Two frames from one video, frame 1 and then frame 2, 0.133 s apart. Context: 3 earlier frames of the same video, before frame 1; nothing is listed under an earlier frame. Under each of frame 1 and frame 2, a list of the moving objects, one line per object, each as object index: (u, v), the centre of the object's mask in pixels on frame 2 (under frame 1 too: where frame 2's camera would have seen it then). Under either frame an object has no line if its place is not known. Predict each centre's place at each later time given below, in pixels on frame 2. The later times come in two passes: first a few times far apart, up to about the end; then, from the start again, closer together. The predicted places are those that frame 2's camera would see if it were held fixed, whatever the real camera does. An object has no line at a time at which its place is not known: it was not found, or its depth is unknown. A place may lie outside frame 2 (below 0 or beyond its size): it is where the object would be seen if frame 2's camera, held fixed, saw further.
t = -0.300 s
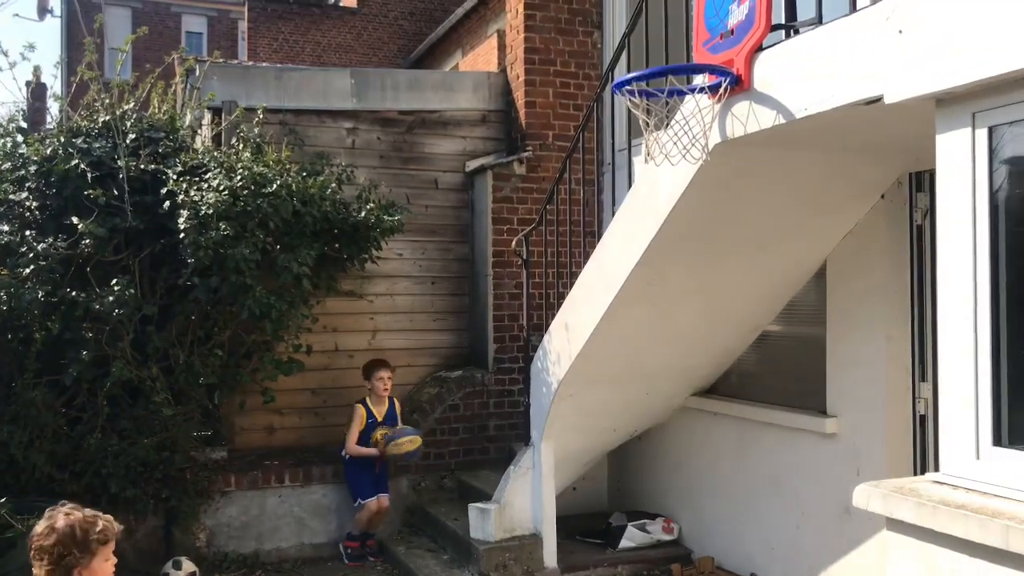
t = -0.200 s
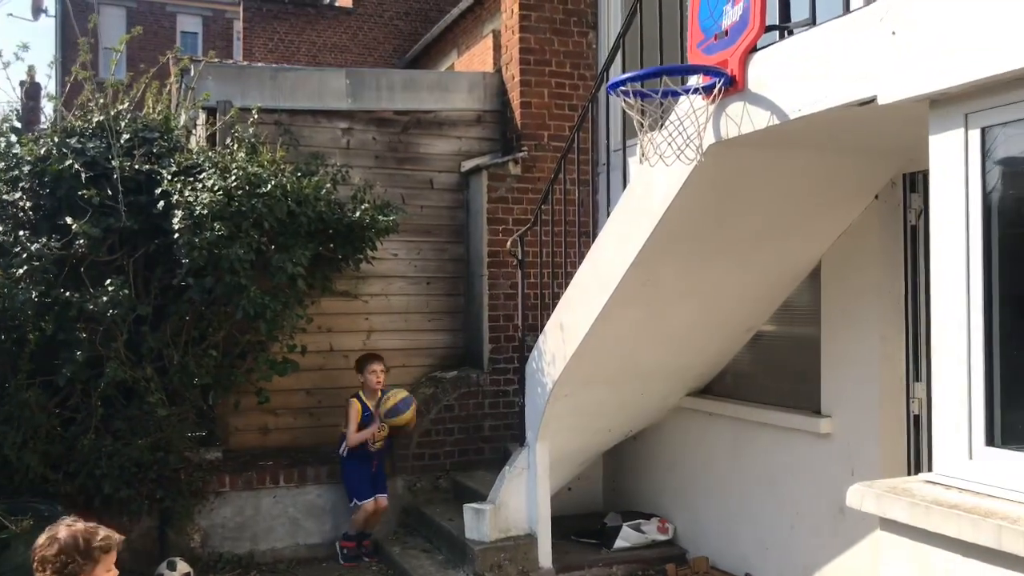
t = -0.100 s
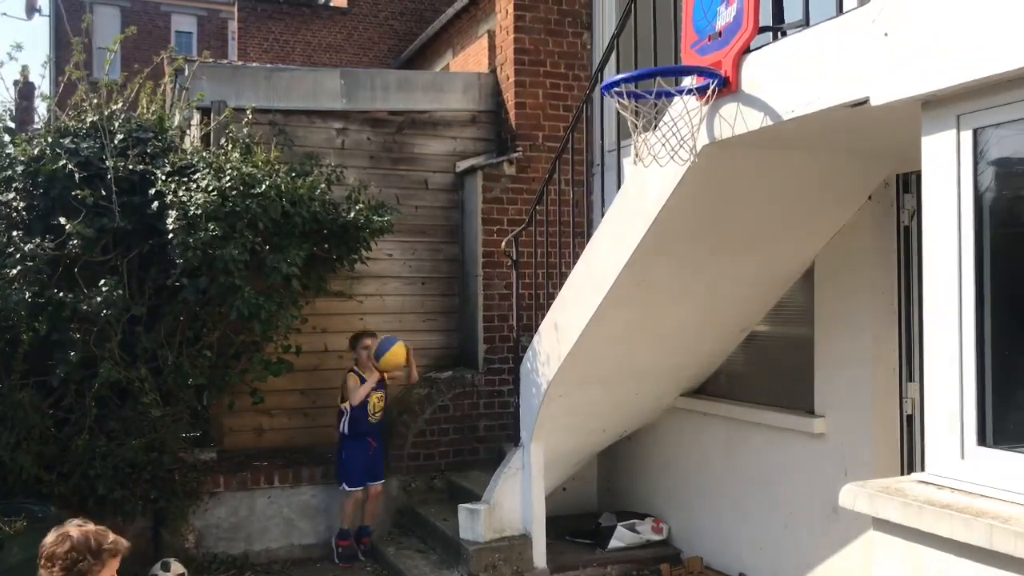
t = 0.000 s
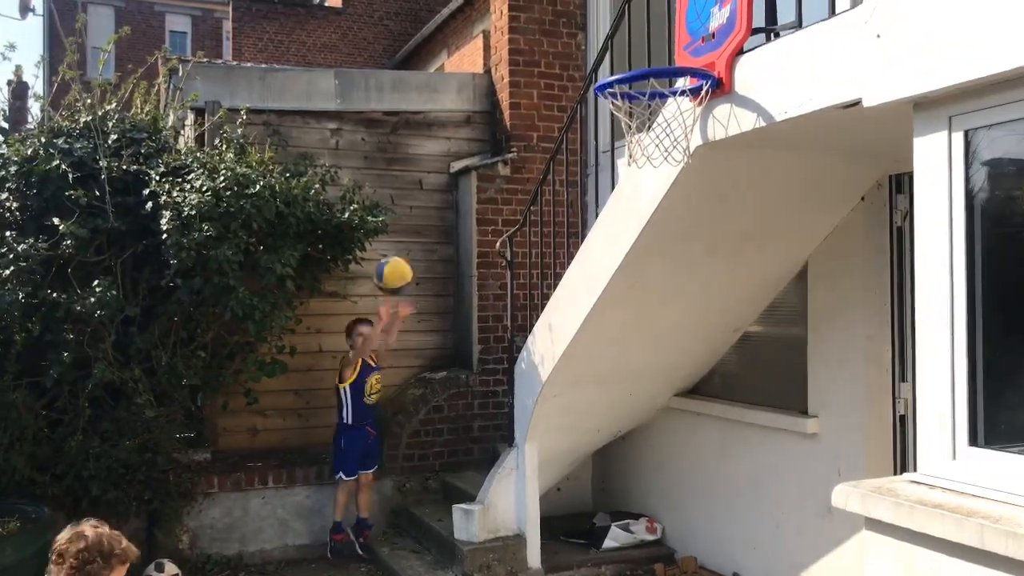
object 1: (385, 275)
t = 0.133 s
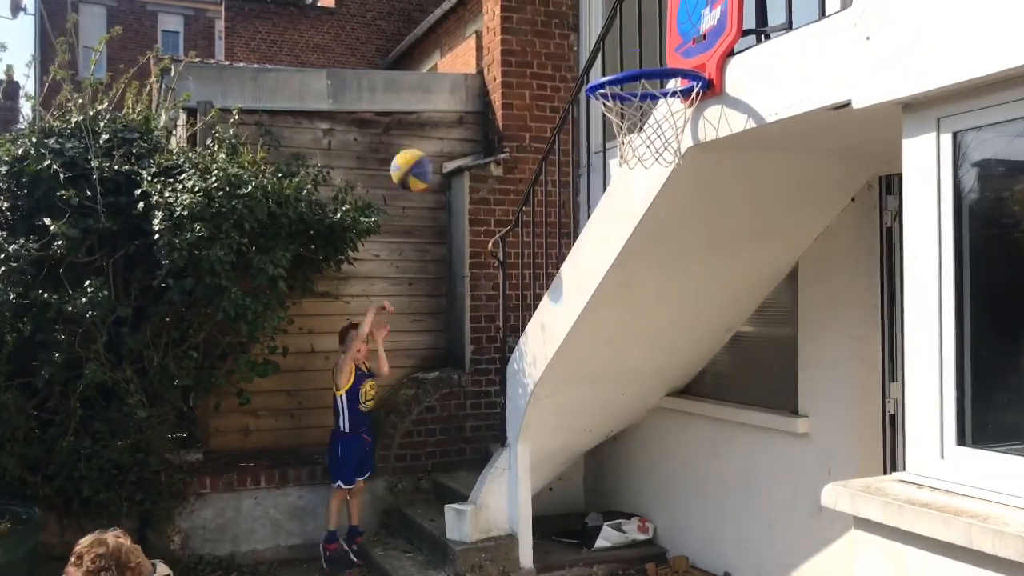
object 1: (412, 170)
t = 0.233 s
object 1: (434, 103)
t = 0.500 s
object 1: (505, 9)
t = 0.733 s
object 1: (589, 19)
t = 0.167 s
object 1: (418, 146)
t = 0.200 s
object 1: (426, 124)
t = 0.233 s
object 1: (434, 103)
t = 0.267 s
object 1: (441, 84)
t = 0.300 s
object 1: (448, 65)
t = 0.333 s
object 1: (458, 49)
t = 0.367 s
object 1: (466, 34)
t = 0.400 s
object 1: (475, 22)
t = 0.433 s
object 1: (485, 15)
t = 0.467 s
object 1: (495, 11)
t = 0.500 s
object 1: (505, 9)
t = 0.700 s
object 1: (576, 12)
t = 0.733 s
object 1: (589, 19)
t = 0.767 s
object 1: (603, 30)
